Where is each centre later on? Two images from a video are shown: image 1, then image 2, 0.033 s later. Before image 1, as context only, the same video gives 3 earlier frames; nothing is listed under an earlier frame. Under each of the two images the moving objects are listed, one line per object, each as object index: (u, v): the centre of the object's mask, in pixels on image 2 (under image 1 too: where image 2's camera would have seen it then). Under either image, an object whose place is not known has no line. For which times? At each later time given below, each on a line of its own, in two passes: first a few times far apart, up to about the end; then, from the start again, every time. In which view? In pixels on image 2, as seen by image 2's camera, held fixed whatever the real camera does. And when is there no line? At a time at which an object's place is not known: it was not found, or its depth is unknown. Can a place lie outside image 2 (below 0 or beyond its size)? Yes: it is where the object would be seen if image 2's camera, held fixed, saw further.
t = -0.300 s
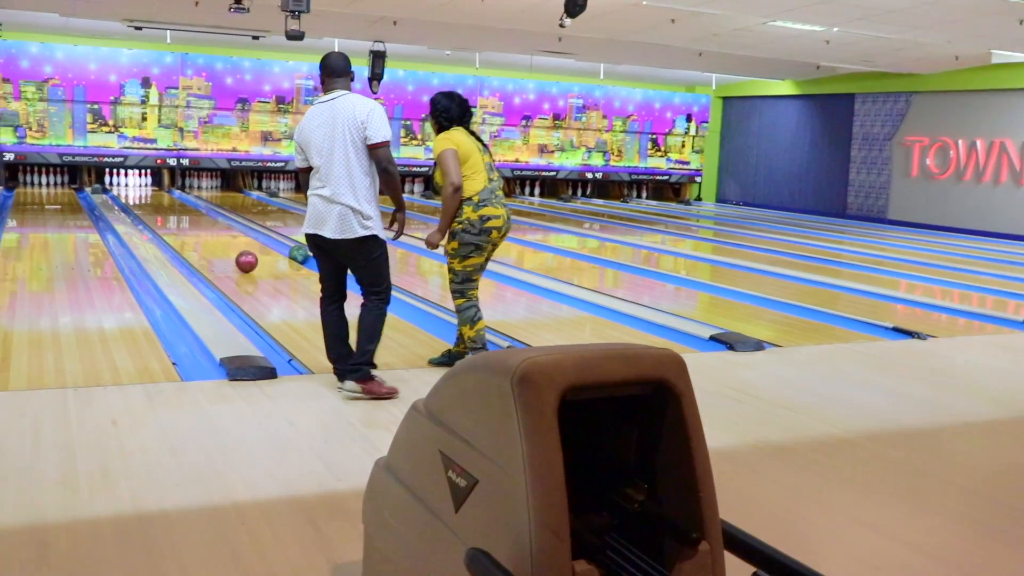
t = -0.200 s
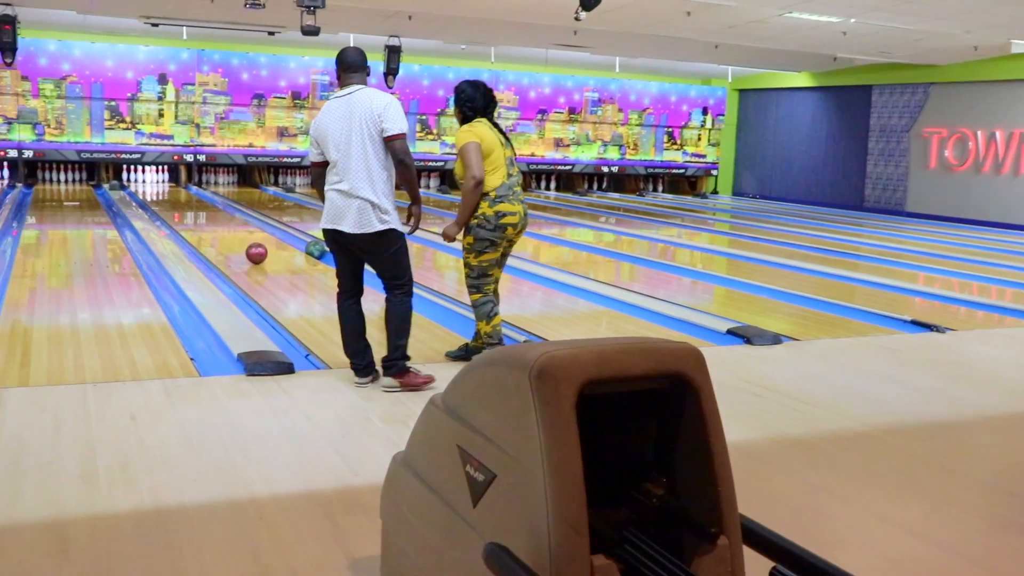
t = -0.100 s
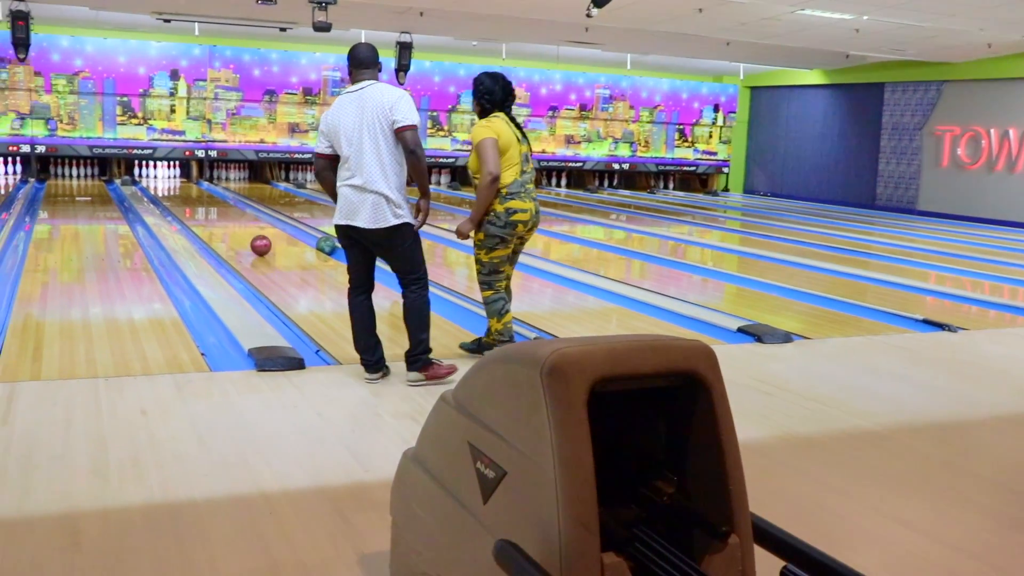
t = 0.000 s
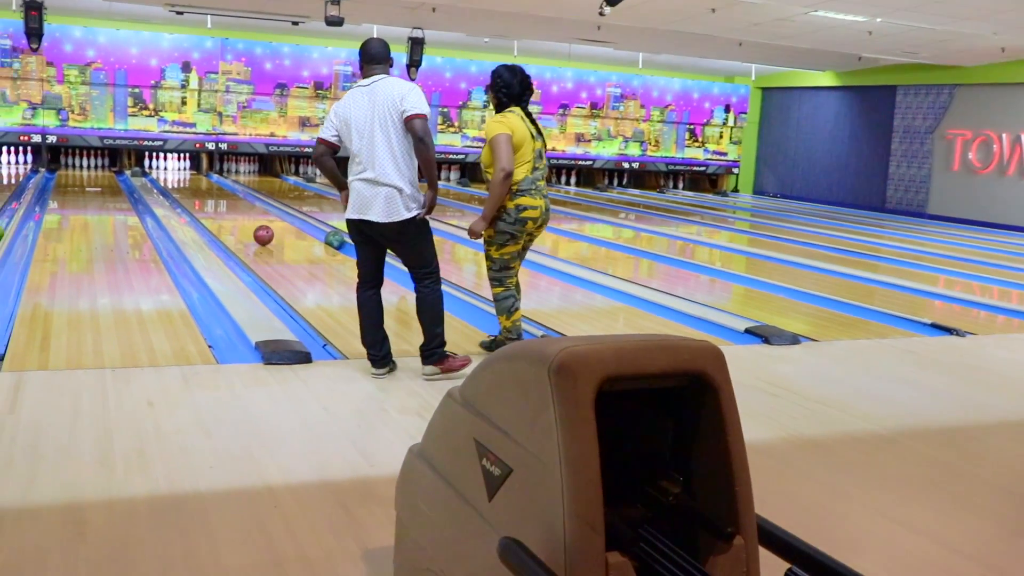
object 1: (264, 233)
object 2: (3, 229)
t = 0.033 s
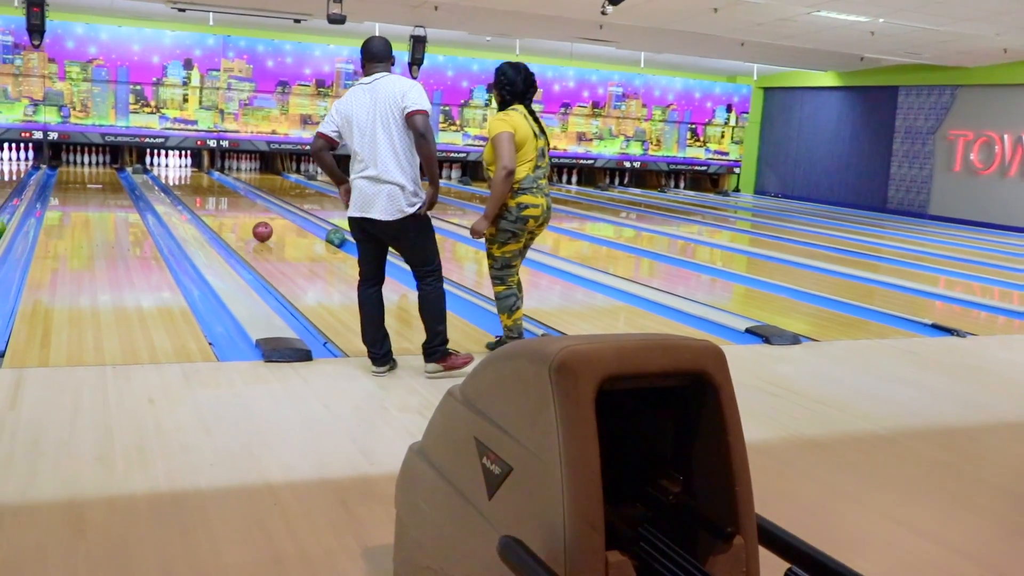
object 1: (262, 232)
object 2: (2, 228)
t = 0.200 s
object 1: (253, 226)
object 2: (1, 222)
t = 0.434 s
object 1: (242, 220)
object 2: (6, 213)
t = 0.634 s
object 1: (233, 214)
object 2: (10, 206)
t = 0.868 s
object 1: (223, 209)
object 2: (14, 200)
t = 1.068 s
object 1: (215, 205)
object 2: (17, 195)
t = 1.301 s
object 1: (208, 201)
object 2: (20, 190)
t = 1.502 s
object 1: (202, 198)
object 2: (24, 187)
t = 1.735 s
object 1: (196, 195)
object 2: (27, 183)
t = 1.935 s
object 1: (191, 192)
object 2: (29, 180)
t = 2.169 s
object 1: (185, 189)
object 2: (32, 177)
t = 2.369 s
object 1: (181, 186)
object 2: (33, 174)
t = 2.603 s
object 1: (176, 184)
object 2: (34, 172)
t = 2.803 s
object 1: (172, 182)
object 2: (36, 170)
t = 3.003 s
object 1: (167, 181)
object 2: (38, 166)
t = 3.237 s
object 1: (161, 183)
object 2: (39, 165)
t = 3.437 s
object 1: (159, 181)
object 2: (39, 160)
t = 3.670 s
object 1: (158, 180)
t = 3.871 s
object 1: (156, 178)
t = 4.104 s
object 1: (154, 177)
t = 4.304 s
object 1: (151, 176)
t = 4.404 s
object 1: (150, 175)
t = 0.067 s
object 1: (260, 230)
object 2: (2, 228)
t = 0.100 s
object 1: (259, 229)
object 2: (2, 226)
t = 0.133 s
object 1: (257, 228)
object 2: (2, 225)
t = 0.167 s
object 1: (255, 227)
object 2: (2, 224)
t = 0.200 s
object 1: (253, 226)
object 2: (1, 222)
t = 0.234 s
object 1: (252, 225)
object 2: (2, 220)
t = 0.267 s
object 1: (250, 224)
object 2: (3, 219)
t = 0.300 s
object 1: (248, 223)
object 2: (3, 218)
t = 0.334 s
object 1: (246, 222)
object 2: (4, 217)
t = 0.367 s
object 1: (245, 222)
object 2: (5, 216)
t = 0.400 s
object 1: (243, 221)
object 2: (5, 213)
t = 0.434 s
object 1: (242, 220)
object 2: (6, 213)
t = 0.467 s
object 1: (240, 219)
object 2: (7, 212)
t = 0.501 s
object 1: (239, 218)
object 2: (8, 211)
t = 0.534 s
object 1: (237, 217)
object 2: (8, 209)
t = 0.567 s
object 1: (236, 216)
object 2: (9, 209)
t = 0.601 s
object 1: (234, 215)
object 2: (9, 207)
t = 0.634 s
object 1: (233, 214)
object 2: (10, 206)
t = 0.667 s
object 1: (231, 214)
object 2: (10, 205)
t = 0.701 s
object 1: (230, 213)
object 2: (11, 204)
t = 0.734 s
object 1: (228, 212)
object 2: (11, 203)
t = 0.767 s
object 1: (227, 211)
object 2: (12, 203)
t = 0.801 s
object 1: (225, 210)
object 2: (13, 201)
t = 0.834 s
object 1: (224, 210)
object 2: (13, 201)
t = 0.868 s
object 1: (223, 209)
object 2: (14, 200)
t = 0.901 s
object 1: (222, 209)
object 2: (15, 199)
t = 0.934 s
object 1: (220, 208)
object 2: (15, 198)
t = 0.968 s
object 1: (219, 207)
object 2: (16, 197)
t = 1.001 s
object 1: (218, 206)
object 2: (16, 196)
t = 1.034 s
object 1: (216, 206)
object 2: (17, 196)
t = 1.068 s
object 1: (215, 205)
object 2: (17, 195)
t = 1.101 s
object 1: (214, 204)
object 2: (18, 194)
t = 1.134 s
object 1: (213, 204)
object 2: (18, 194)
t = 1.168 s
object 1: (212, 203)
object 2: (18, 193)
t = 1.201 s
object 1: (211, 203)
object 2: (19, 192)
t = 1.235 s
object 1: (210, 202)
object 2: (19, 192)
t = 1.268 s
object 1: (208, 202)
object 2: (19, 191)
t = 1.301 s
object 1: (208, 201)
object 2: (20, 190)
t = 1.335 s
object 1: (207, 201)
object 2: (20, 190)
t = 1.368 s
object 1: (206, 200)
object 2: (21, 189)
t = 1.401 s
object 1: (205, 199)
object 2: (22, 189)
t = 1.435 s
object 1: (204, 199)
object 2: (23, 188)
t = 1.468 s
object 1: (203, 199)
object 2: (23, 187)
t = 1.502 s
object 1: (202, 198)
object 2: (24, 187)
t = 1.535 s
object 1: (201, 198)
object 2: (24, 186)
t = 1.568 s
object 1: (200, 197)
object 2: (25, 186)
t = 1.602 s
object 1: (199, 196)
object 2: (25, 185)
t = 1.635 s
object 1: (198, 196)
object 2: (25, 184)
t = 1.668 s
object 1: (197, 196)
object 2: (26, 184)
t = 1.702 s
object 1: (197, 195)
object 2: (27, 183)
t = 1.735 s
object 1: (196, 195)
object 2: (27, 183)
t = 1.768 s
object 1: (195, 194)
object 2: (27, 182)
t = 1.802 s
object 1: (194, 194)
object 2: (28, 182)
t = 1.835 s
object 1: (193, 193)
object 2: (28, 182)
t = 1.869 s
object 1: (192, 193)
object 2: (29, 181)
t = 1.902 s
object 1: (191, 192)
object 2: (29, 180)
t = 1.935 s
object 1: (191, 192)
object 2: (29, 180)
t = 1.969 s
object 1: (190, 191)
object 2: (29, 180)
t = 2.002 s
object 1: (189, 191)
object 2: (30, 179)
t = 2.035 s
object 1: (188, 191)
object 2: (30, 179)
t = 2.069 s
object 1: (187, 190)
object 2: (31, 178)
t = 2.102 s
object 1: (187, 190)
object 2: (31, 178)
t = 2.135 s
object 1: (186, 189)
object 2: (31, 178)
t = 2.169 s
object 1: (185, 189)
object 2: (32, 177)
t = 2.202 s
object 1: (185, 188)
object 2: (32, 176)
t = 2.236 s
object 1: (184, 188)
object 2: (32, 176)
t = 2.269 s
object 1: (183, 187)
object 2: (32, 175)
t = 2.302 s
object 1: (182, 188)
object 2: (32, 175)
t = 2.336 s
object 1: (182, 187)
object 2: (32, 175)
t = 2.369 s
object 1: (181, 186)
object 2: (33, 174)
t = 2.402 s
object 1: (181, 186)
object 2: (33, 174)
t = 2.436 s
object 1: (180, 186)
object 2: (33, 173)
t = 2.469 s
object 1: (179, 186)
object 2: (34, 173)
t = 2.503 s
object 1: (178, 185)
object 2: (33, 173)
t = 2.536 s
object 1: (178, 185)
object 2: (34, 173)
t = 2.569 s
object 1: (177, 184)
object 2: (34, 172)
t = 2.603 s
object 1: (176, 184)
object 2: (34, 172)
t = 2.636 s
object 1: (176, 184)
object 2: (34, 171)
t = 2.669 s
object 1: (174, 184)
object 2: (34, 171)
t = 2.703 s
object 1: (174, 183)
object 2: (35, 171)
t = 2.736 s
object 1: (173, 183)
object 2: (35, 171)
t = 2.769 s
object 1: (173, 183)
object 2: (36, 170)
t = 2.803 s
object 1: (172, 182)
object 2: (36, 170)
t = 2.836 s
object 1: (171, 182)
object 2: (36, 169)
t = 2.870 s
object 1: (171, 182)
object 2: (37, 167)
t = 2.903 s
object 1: (170, 181)
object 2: (37, 168)
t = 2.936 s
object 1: (169, 181)
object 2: (37, 168)
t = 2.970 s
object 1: (168, 181)
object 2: (38, 168)
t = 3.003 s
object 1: (167, 181)
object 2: (38, 166)
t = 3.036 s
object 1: (166, 181)
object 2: (37, 167)
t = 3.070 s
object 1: (164, 182)
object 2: (38, 166)
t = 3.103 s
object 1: (163, 183)
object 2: (38, 166)
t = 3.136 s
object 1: (162, 184)
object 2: (38, 166)
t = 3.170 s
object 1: (161, 183)
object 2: (39, 165)
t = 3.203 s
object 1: (162, 183)
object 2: (39, 164)
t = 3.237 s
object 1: (161, 183)
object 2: (39, 165)
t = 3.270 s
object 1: (161, 183)
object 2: (38, 164)
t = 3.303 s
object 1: (160, 182)
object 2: (39, 164)
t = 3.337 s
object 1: (160, 182)
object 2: (39, 164)
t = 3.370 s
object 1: (159, 182)
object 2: (39, 164)
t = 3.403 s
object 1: (160, 182)
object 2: (39, 162)
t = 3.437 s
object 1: (159, 181)
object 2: (39, 160)
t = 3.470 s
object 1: (158, 181)
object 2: (40, 160)
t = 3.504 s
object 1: (158, 181)
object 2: (40, 160)
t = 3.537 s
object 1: (158, 181)
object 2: (40, 160)
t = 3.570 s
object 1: (158, 181)
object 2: (40, 160)
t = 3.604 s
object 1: (158, 180)
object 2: (40, 160)
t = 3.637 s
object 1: (158, 180)
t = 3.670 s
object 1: (158, 180)
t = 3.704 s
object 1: (157, 180)
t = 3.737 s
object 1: (157, 179)
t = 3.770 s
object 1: (156, 179)
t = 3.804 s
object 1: (156, 179)
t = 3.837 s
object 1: (156, 179)
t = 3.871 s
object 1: (156, 178)
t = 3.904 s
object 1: (156, 178)
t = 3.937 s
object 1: (155, 178)
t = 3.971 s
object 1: (154, 177)
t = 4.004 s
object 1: (155, 177)
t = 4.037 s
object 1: (154, 177)
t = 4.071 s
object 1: (154, 177)
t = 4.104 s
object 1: (154, 177)
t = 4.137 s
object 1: (153, 176)
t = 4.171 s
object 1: (152, 176)
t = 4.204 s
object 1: (153, 176)
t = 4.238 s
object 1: (152, 176)
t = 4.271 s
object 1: (152, 176)
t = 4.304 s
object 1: (151, 176)
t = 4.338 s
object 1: (151, 176)
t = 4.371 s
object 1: (152, 176)
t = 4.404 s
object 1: (150, 175)
